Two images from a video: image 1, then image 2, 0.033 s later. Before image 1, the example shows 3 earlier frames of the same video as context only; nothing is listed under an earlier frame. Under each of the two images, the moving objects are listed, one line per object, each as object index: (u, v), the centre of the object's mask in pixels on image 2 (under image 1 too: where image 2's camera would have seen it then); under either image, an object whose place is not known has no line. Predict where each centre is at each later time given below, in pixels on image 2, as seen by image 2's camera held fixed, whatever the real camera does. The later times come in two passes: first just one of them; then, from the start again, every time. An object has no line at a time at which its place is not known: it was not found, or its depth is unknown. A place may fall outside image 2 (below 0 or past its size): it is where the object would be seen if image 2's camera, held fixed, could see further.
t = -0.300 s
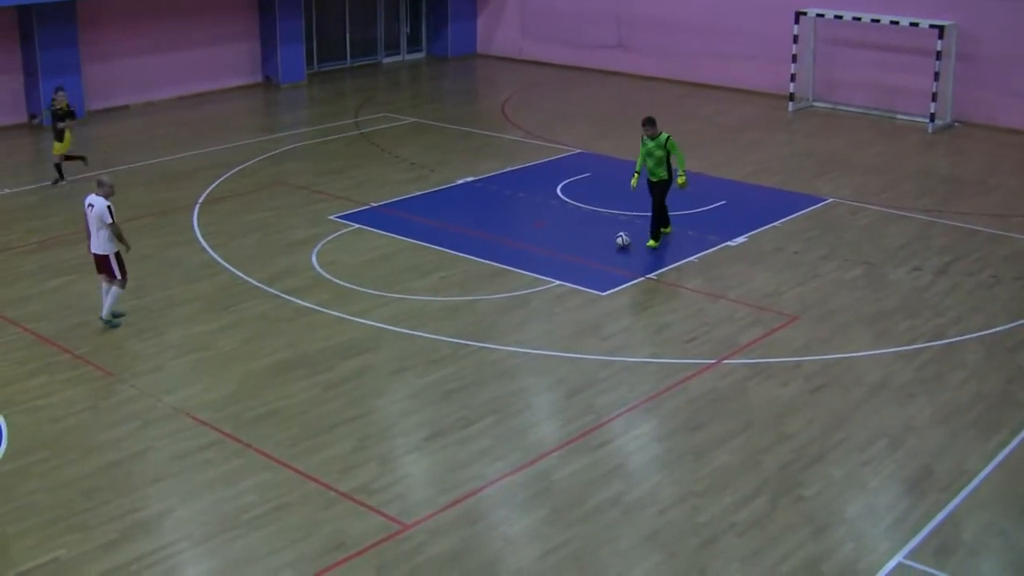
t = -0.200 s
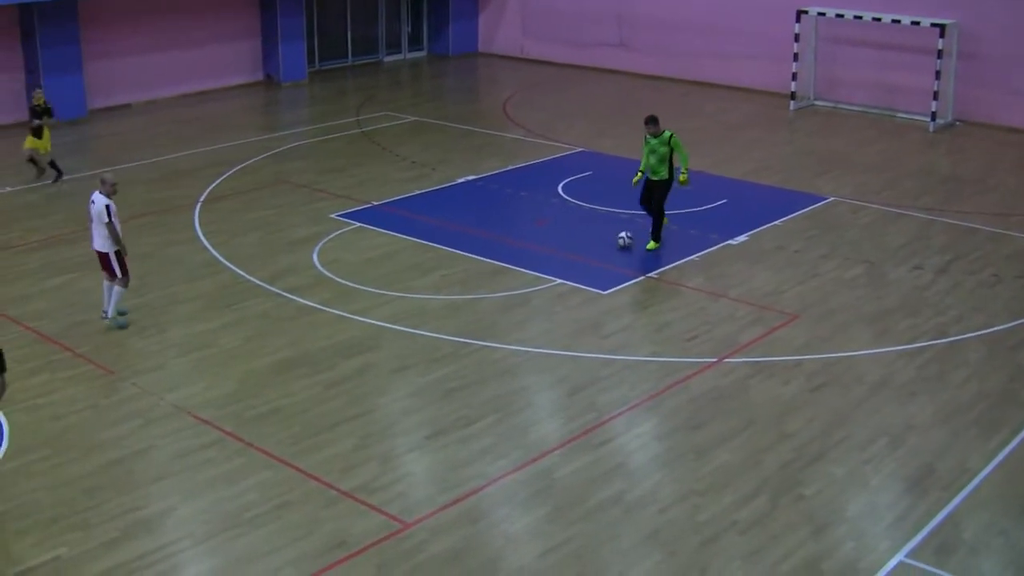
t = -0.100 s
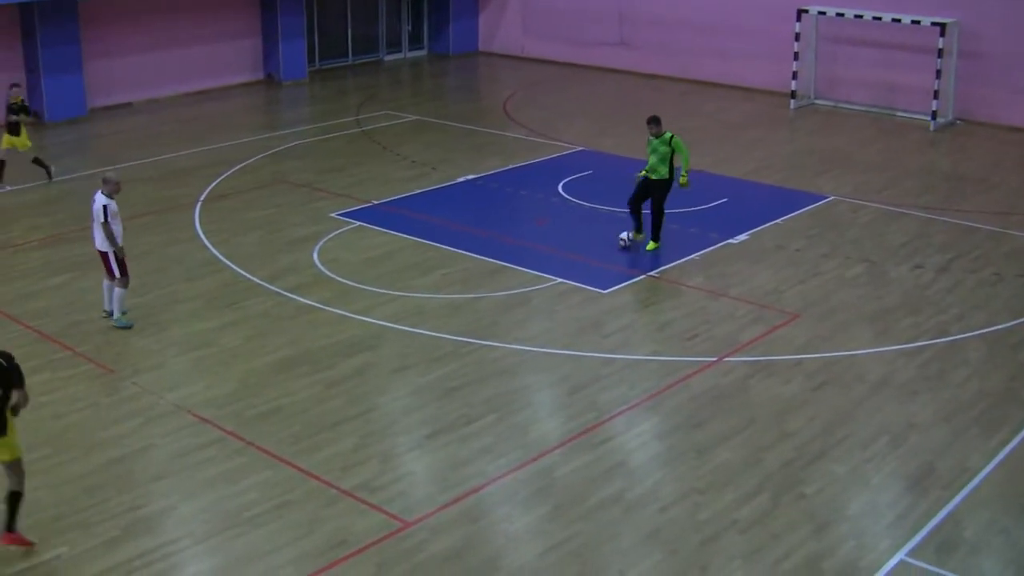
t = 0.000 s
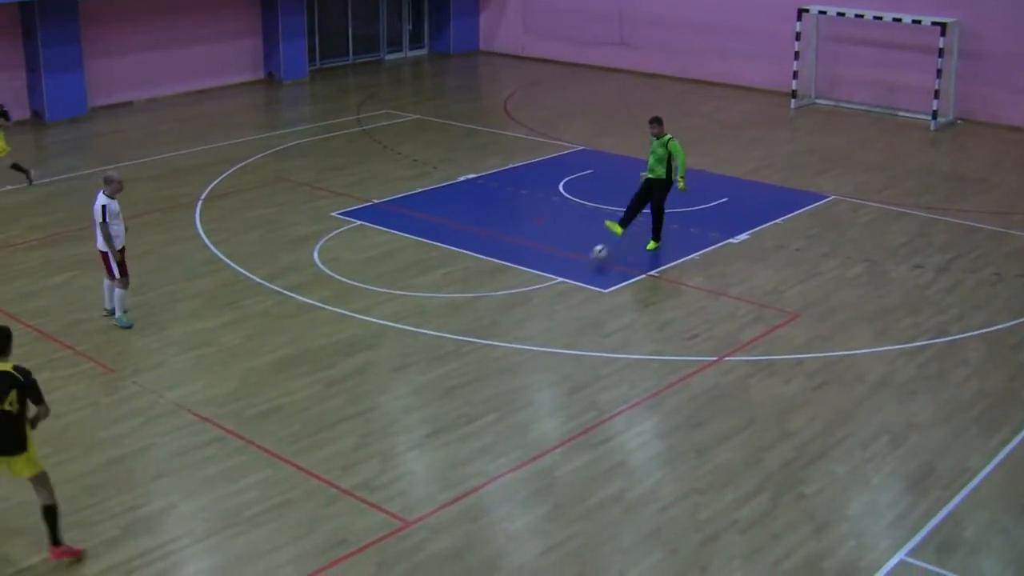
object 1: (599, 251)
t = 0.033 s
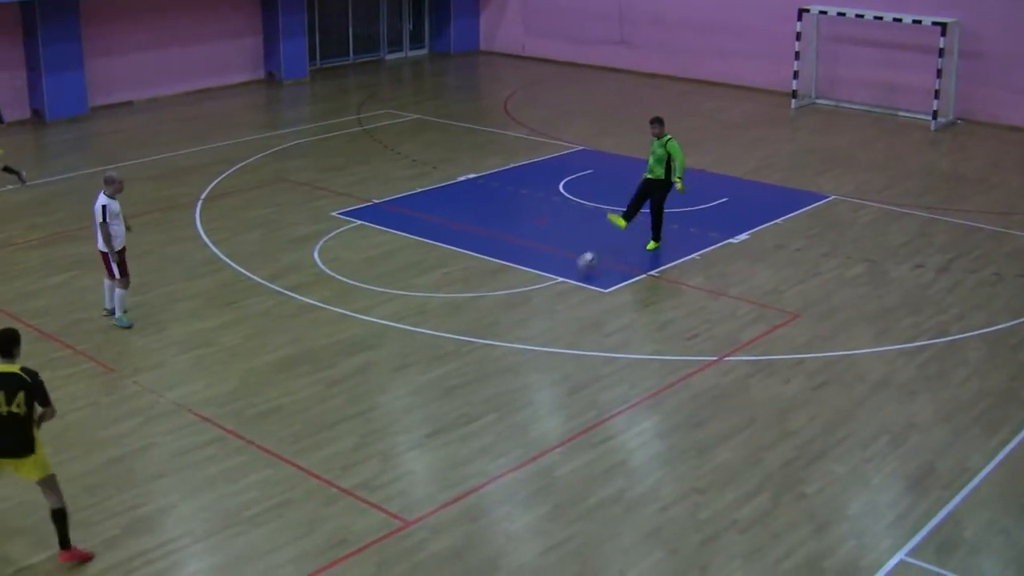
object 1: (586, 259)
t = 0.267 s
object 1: (493, 330)
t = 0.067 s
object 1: (574, 268)
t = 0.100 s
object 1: (561, 280)
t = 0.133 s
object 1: (548, 291)
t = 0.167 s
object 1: (533, 303)
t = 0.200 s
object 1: (520, 310)
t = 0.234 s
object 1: (506, 320)
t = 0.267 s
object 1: (493, 330)
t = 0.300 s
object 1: (478, 340)
